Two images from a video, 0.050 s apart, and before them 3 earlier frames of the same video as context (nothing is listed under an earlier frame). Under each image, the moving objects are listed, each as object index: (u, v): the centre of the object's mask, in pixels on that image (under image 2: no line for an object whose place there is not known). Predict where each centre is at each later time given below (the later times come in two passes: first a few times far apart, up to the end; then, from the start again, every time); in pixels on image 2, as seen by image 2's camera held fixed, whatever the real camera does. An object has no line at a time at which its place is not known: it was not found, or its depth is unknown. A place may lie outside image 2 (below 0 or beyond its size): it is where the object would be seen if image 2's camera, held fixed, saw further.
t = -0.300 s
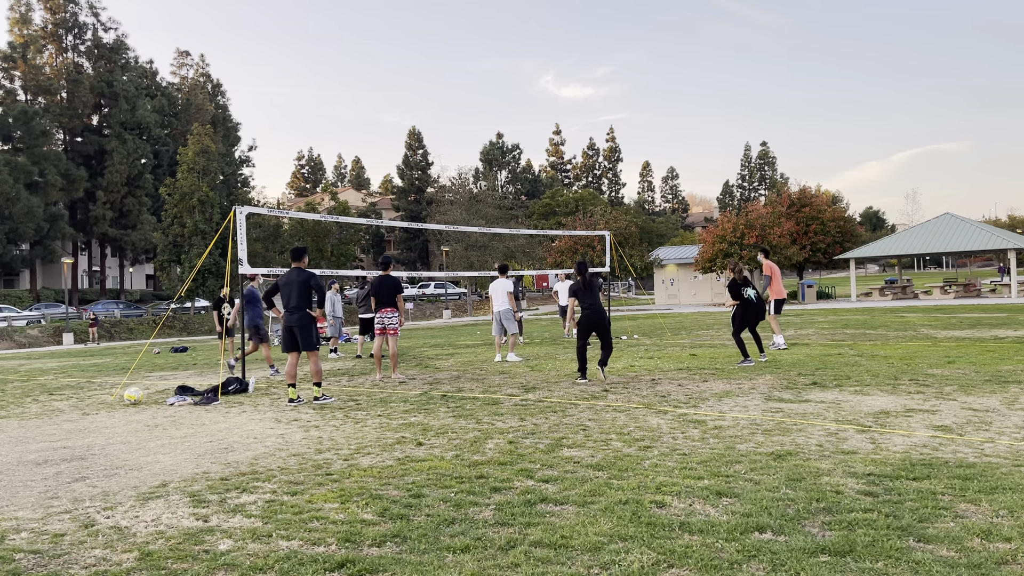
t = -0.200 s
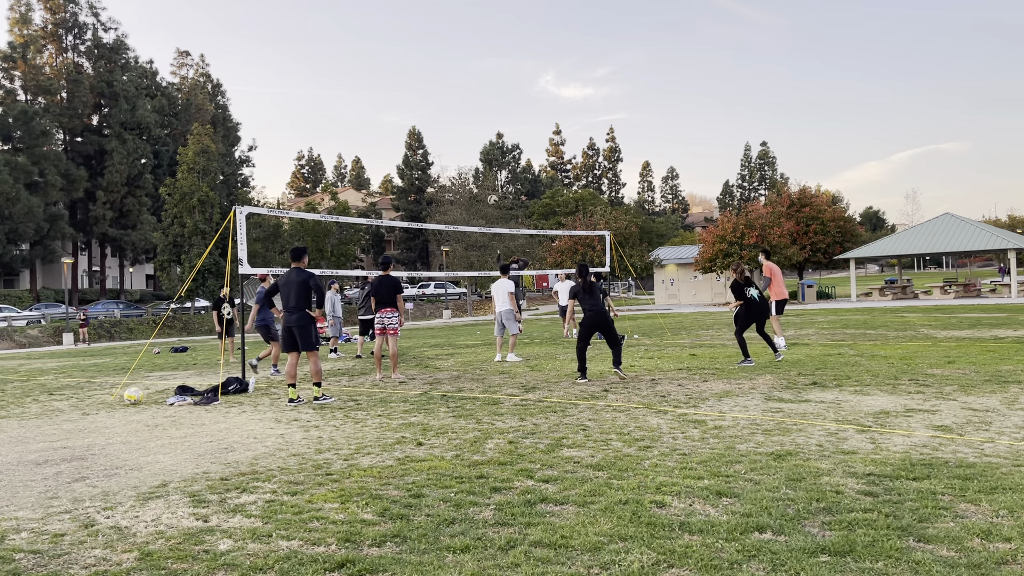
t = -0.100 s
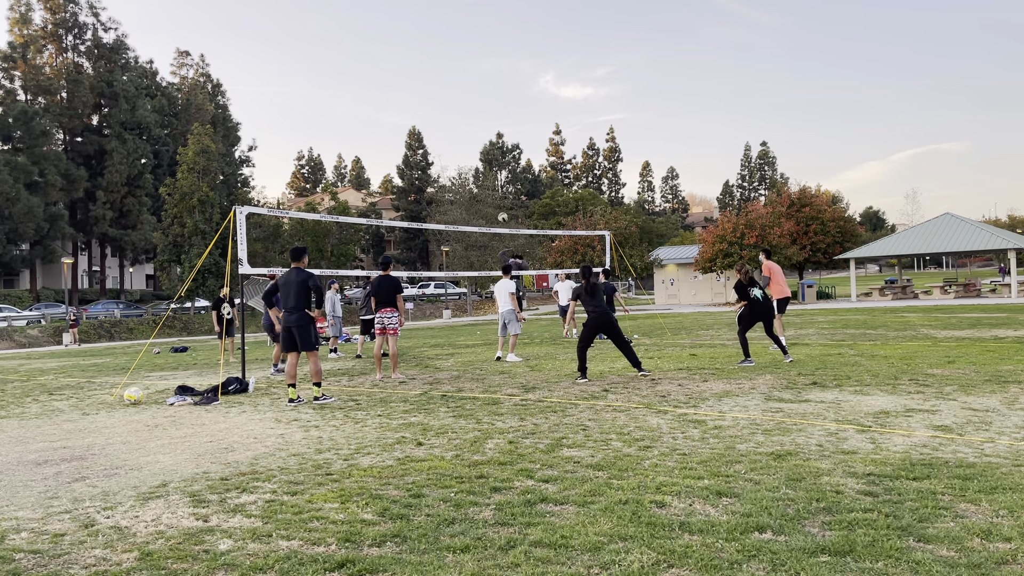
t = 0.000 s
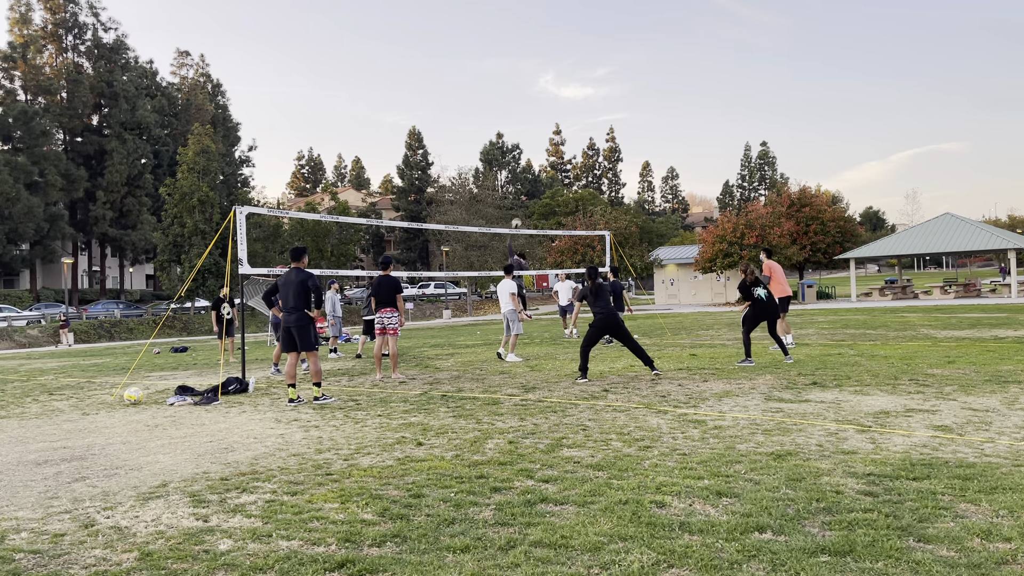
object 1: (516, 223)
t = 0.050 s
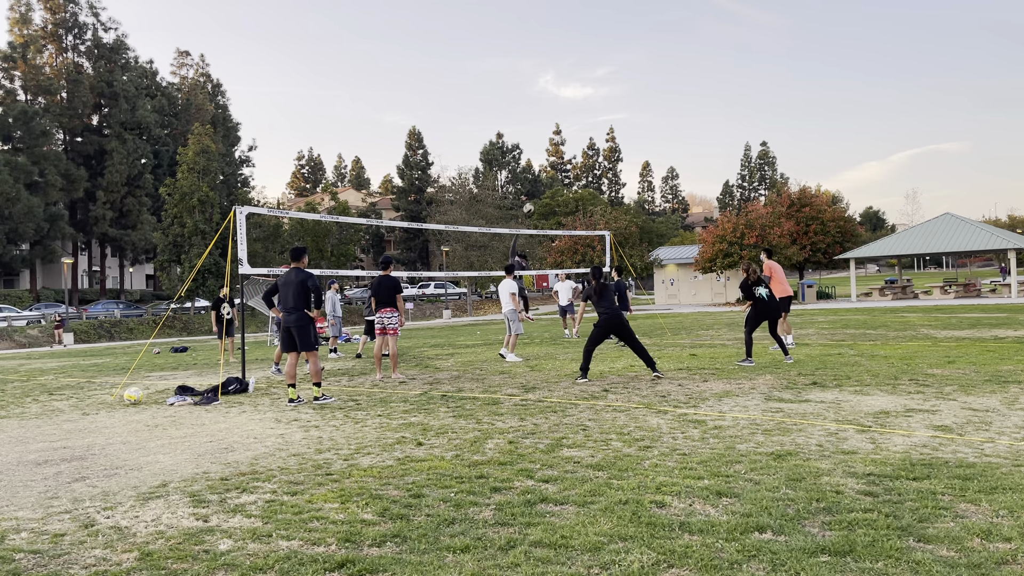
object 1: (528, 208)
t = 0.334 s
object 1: (605, 138)
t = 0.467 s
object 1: (646, 116)
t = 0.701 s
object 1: (725, 99)
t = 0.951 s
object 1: (822, 114)
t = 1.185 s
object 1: (929, 169)
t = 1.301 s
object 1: (989, 216)
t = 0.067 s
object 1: (532, 203)
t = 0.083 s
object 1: (536, 198)
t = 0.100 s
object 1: (540, 193)
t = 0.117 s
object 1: (545, 189)
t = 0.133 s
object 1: (549, 184)
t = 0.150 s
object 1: (553, 179)
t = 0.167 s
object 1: (558, 175)
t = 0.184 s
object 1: (563, 171)
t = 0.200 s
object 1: (567, 167)
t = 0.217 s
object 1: (571, 162)
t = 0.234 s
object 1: (576, 159)
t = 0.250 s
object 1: (581, 155)
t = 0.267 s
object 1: (586, 152)
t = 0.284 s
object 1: (591, 146)
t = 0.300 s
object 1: (594, 144)
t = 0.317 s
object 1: (600, 141)
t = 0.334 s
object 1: (605, 138)
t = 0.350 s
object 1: (610, 135)
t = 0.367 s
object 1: (614, 131)
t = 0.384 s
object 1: (620, 128)
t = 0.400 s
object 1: (625, 126)
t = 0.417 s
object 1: (630, 123)
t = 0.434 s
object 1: (636, 120)
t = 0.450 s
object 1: (641, 118)
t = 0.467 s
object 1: (646, 116)
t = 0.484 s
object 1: (651, 114)
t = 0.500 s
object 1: (657, 112)
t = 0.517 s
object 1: (662, 110)
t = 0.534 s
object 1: (668, 108)
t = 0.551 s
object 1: (673, 107)
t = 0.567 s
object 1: (678, 105)
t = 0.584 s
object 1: (684, 104)
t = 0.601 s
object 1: (690, 103)
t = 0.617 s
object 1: (695, 102)
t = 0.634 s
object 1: (701, 101)
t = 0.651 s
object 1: (707, 100)
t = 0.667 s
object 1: (713, 99)
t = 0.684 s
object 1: (719, 99)
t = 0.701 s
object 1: (725, 99)
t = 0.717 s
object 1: (731, 98)
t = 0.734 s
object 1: (737, 99)
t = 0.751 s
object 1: (743, 99)
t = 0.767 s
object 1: (750, 99)
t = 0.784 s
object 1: (756, 100)
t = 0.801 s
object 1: (762, 100)
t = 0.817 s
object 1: (768, 101)
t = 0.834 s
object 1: (775, 103)
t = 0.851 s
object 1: (781, 104)
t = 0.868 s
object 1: (788, 105)
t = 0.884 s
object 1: (795, 107)
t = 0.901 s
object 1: (801, 108)
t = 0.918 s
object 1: (808, 110)
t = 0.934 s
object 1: (815, 112)
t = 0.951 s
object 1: (822, 114)
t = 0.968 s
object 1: (829, 117)
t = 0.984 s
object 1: (837, 120)
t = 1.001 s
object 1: (843, 122)
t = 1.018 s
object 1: (851, 126)
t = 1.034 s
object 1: (858, 129)
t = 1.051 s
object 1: (866, 132)
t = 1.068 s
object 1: (874, 136)
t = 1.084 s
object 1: (881, 140)
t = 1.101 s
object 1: (889, 144)
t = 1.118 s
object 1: (897, 149)
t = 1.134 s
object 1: (905, 153)
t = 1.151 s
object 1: (913, 158)
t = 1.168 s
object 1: (920, 163)
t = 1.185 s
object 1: (929, 169)
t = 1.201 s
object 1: (937, 175)
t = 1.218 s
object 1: (946, 181)
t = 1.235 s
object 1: (954, 187)
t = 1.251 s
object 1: (962, 194)
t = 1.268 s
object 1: (971, 201)
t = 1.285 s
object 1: (980, 208)
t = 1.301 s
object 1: (989, 216)
